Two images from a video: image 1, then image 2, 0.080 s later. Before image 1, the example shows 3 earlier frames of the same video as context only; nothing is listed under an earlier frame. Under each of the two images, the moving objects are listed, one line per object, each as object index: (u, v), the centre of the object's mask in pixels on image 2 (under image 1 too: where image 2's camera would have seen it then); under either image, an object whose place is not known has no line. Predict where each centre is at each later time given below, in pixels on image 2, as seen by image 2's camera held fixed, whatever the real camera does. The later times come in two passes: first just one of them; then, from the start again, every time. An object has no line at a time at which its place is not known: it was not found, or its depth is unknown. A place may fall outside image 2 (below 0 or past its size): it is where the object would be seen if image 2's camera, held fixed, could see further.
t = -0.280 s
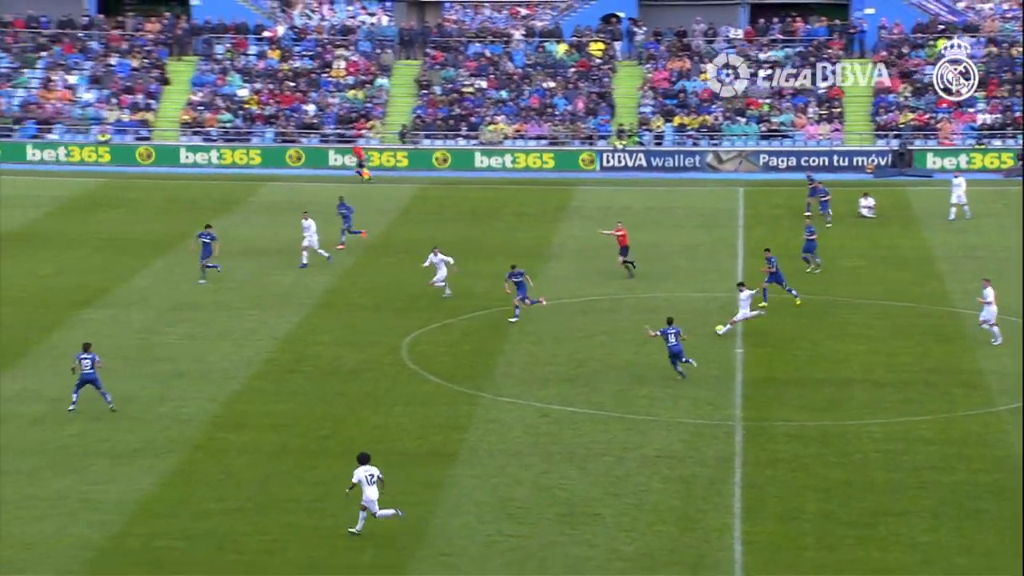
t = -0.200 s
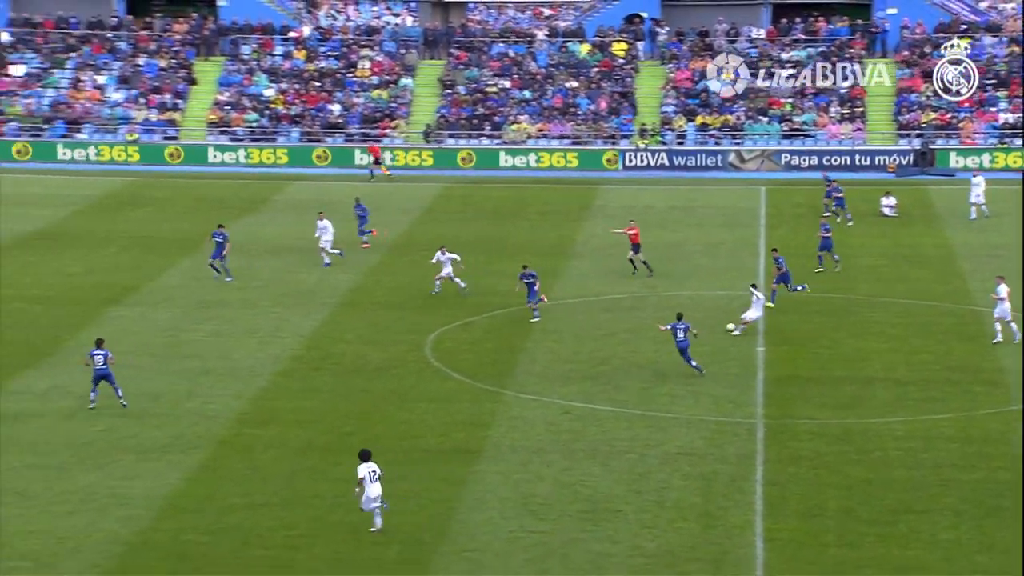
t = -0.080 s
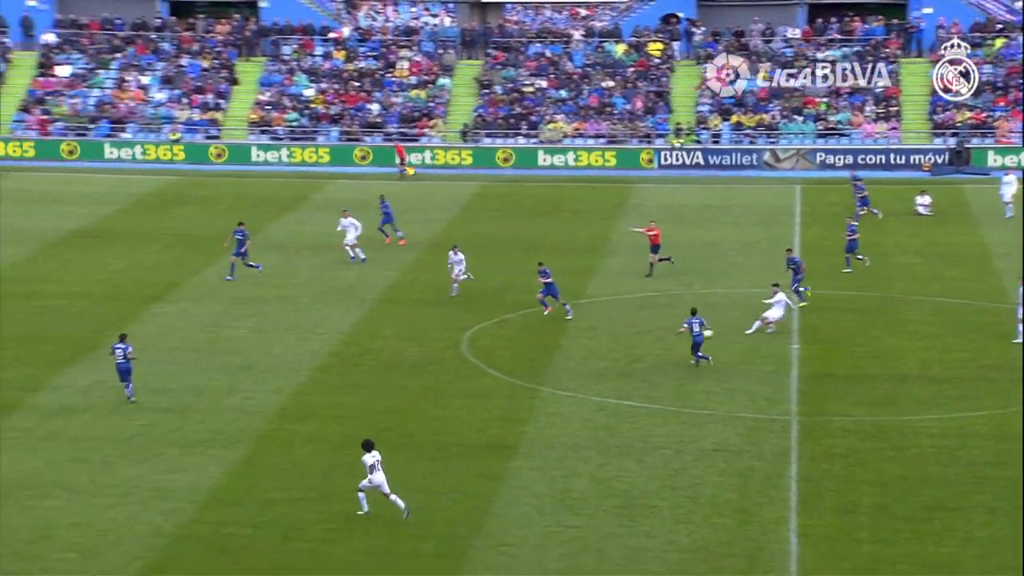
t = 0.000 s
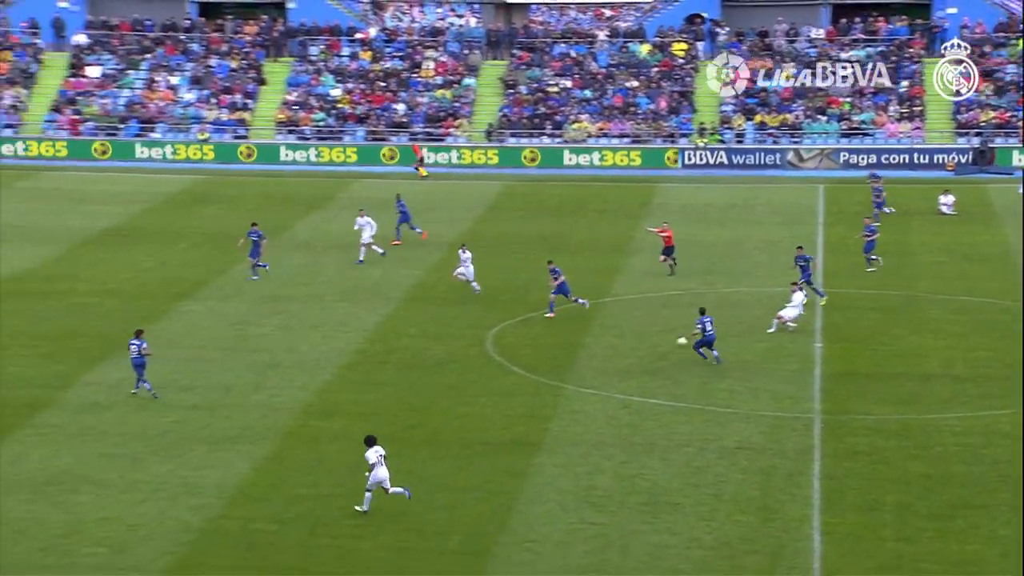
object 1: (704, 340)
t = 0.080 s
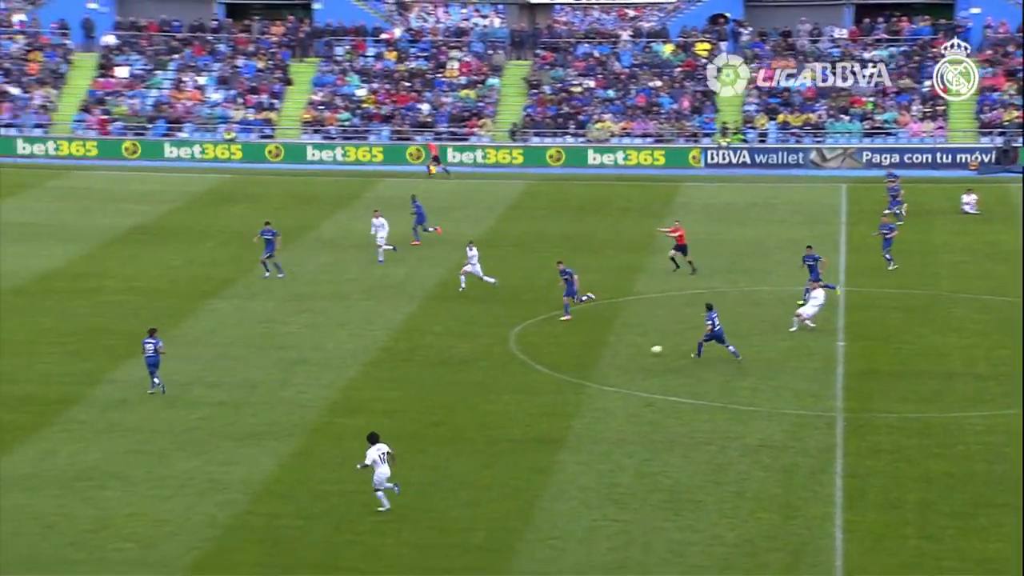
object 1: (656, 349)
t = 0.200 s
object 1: (584, 365)
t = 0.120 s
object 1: (632, 355)
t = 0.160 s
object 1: (608, 360)
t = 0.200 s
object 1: (584, 365)
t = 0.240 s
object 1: (560, 371)
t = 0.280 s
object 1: (536, 377)
